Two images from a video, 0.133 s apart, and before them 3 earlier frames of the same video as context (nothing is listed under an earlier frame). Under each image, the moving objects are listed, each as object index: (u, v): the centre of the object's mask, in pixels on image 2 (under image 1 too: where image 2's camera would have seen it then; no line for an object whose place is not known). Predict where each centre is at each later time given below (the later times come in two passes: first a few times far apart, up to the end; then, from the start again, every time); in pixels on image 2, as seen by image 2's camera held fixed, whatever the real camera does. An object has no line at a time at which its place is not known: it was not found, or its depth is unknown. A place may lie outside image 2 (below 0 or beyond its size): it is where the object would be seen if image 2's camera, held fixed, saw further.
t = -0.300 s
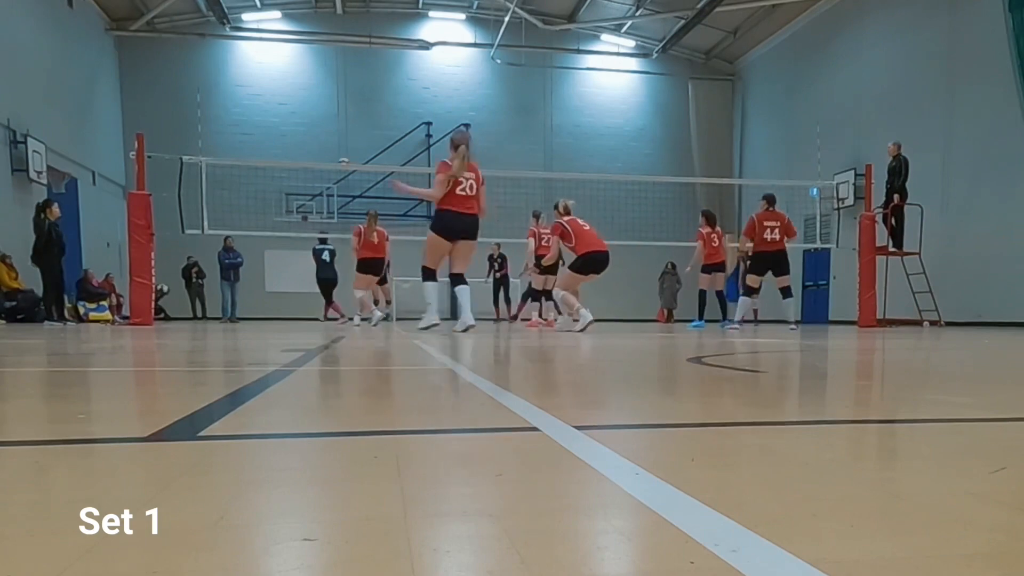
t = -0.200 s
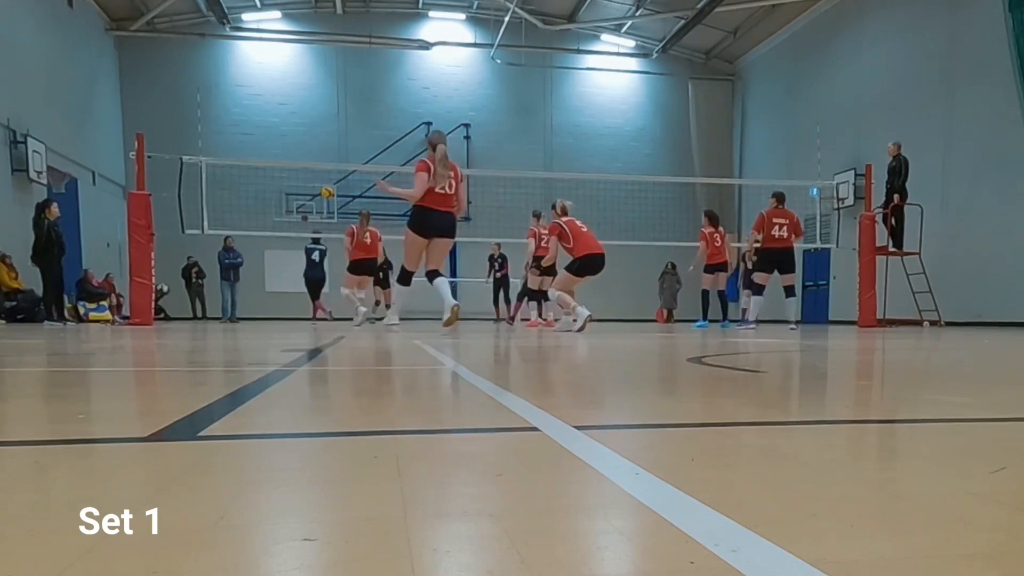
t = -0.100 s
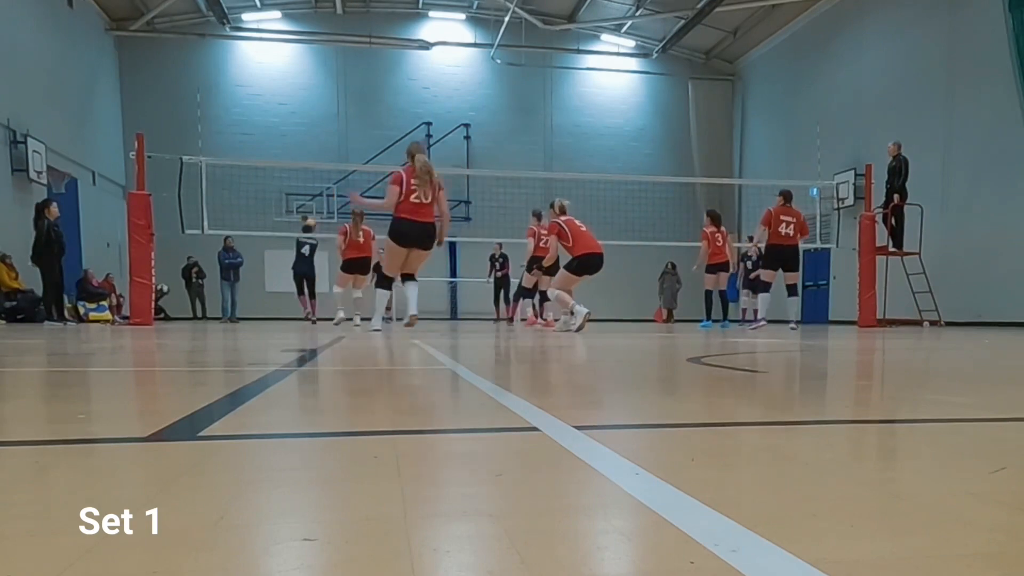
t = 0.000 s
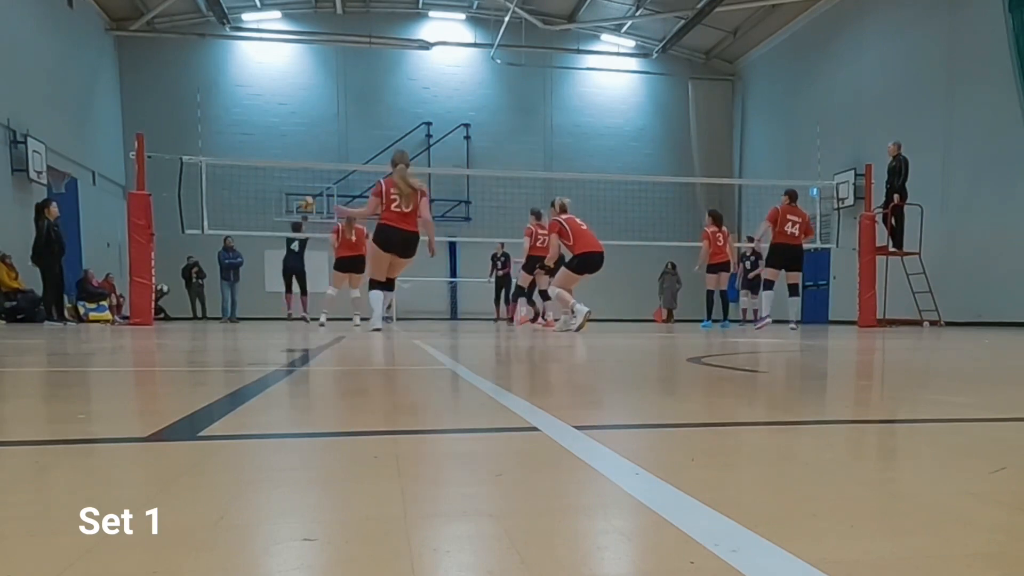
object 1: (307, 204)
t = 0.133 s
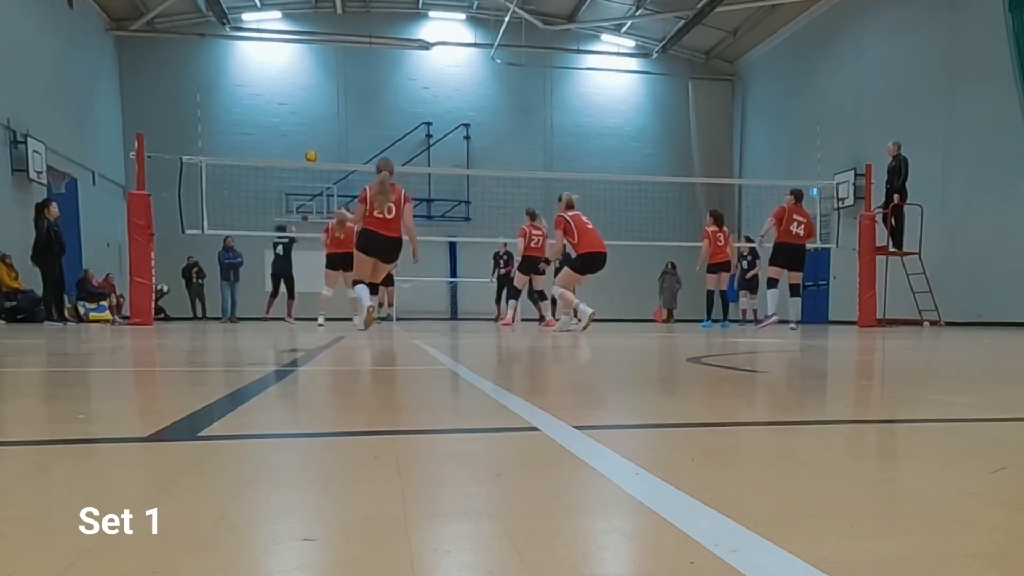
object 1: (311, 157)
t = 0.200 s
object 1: (313, 137)
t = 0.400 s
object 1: (319, 94)
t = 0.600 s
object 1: (326, 75)
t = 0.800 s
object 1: (334, 79)
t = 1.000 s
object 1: (341, 106)
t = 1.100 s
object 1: (345, 127)
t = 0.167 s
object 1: (312, 147)
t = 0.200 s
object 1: (313, 137)
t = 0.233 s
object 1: (314, 128)
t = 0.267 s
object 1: (315, 120)
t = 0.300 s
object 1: (317, 113)
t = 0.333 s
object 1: (318, 105)
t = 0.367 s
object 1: (318, 100)
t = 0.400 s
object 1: (319, 94)
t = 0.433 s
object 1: (320, 90)
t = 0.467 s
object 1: (321, 86)
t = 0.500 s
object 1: (323, 82)
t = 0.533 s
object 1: (324, 79)
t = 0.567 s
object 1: (325, 76)
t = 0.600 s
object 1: (326, 75)
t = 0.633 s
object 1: (327, 74)
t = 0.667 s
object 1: (327, 74)
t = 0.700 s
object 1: (329, 74)
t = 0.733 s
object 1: (331, 76)
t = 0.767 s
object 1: (332, 76)
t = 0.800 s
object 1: (334, 79)
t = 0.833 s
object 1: (335, 83)
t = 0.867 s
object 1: (336, 86)
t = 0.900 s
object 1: (337, 90)
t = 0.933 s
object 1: (338, 95)
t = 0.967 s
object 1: (339, 99)
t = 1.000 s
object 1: (341, 106)
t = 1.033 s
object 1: (342, 113)
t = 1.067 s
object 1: (343, 120)
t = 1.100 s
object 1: (345, 127)
